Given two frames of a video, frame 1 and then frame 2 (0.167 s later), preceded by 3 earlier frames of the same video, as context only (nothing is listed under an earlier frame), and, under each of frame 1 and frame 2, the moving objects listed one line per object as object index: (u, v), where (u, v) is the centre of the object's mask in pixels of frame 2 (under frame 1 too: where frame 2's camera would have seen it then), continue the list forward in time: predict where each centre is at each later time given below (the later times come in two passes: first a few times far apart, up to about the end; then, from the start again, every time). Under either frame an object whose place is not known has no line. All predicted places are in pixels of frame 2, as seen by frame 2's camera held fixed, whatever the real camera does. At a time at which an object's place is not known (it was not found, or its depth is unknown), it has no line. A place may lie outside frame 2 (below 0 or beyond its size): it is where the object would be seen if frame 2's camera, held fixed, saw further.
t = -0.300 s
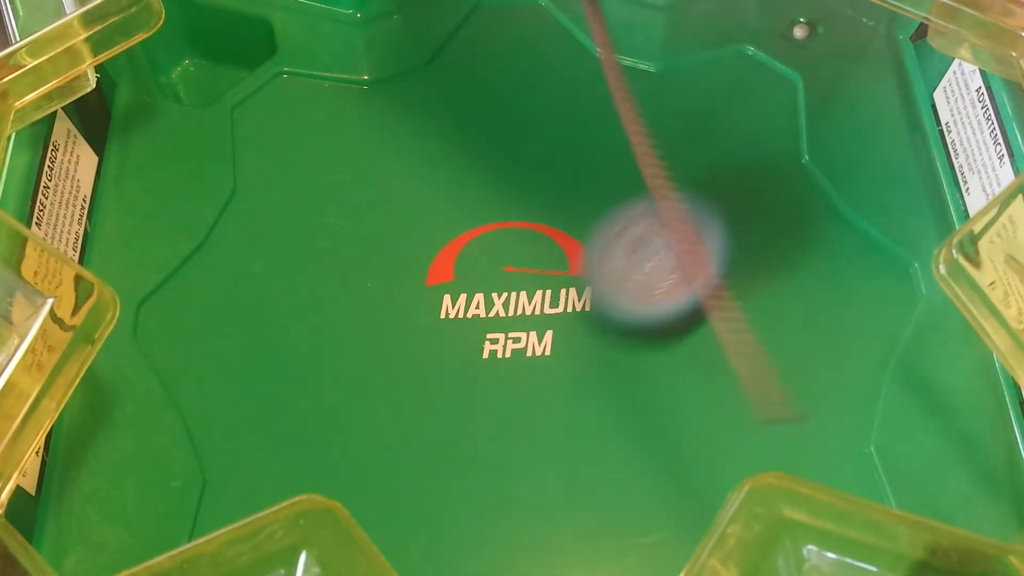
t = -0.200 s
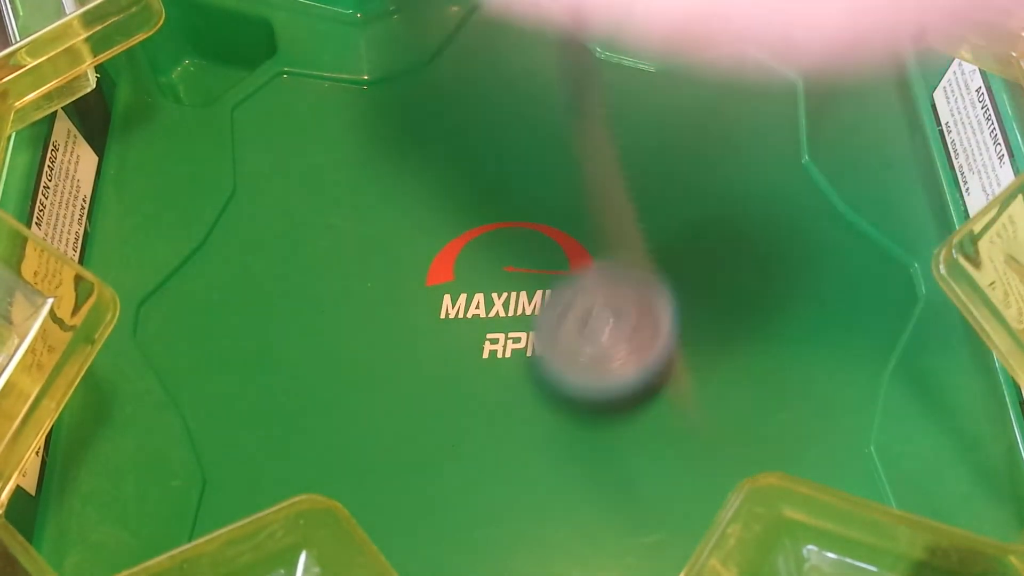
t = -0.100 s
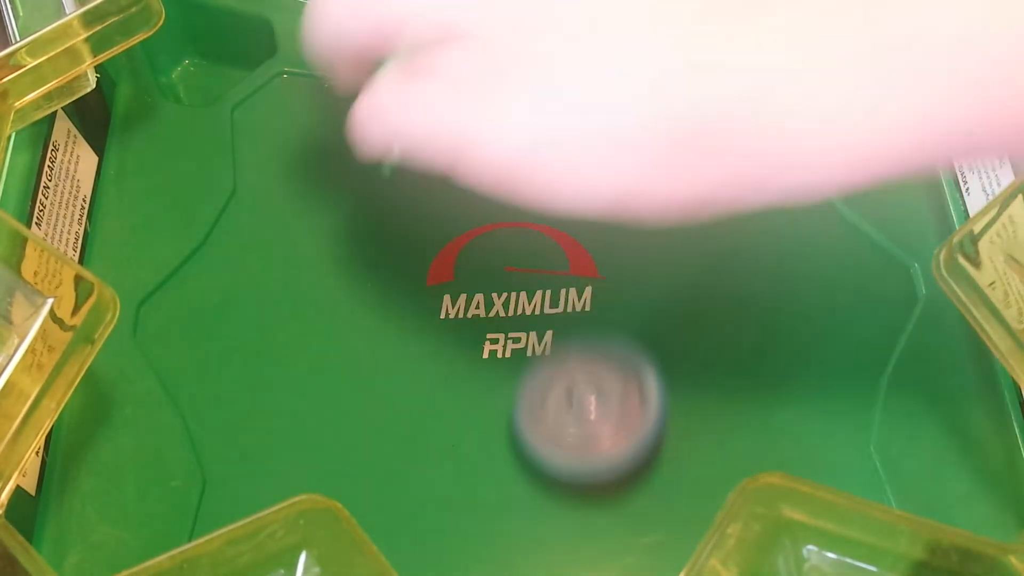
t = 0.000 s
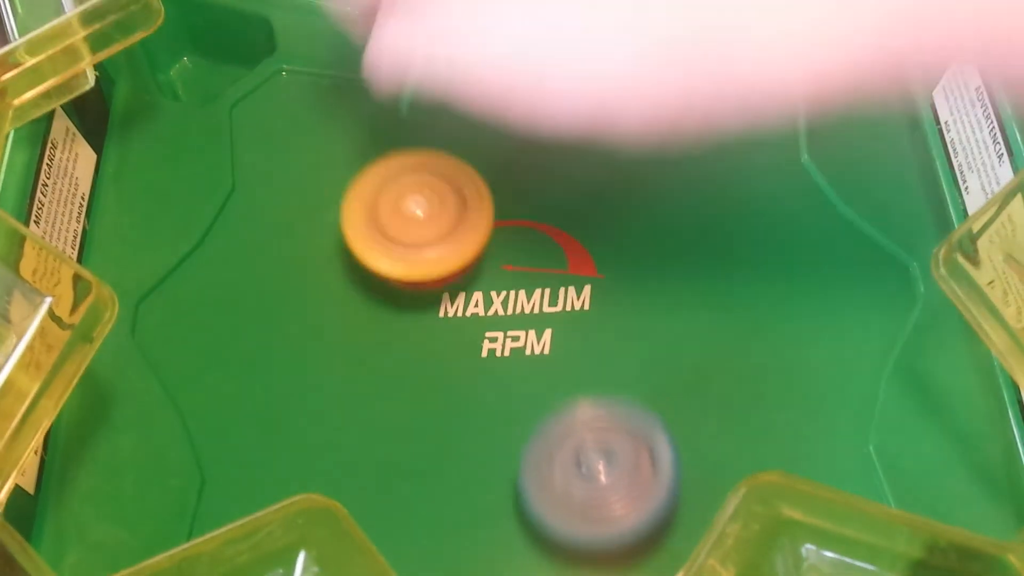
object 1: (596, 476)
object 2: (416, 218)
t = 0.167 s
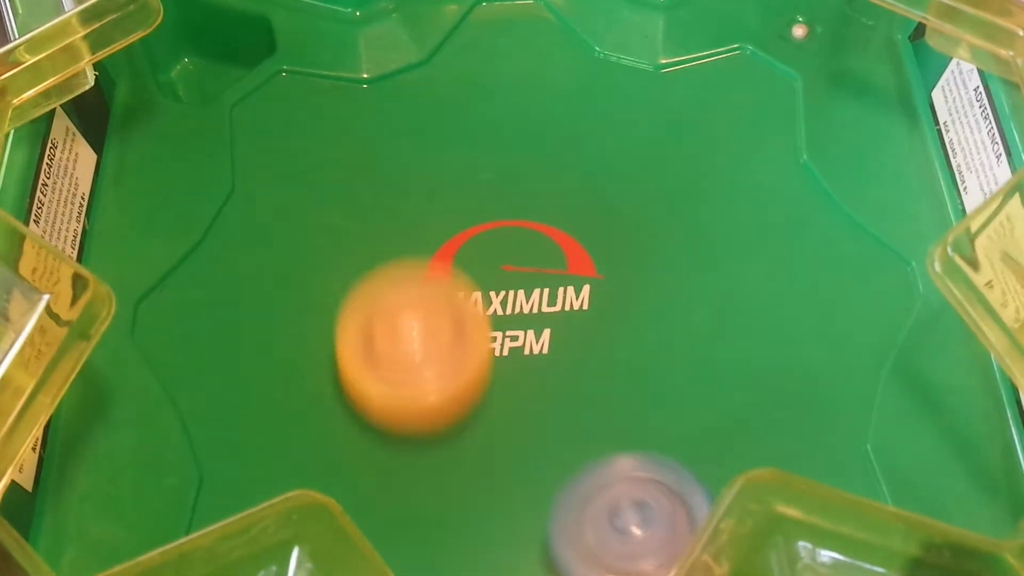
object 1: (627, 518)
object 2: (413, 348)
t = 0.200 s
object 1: (634, 519)
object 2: (422, 377)
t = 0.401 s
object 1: (701, 512)
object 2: (554, 369)
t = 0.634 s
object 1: (788, 416)
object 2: (428, 229)
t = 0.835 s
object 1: (620, 351)
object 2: (335, 372)
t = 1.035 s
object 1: (514, 289)
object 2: (503, 482)
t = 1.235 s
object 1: (376, 280)
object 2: (631, 334)
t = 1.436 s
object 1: (280, 327)
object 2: (494, 204)
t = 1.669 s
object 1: (327, 436)
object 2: (340, 291)
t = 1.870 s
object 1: (526, 555)
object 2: (426, 218)
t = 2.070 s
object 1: (698, 466)
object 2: (381, 152)
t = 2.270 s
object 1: (708, 301)
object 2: (379, 204)
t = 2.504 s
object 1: (635, 168)
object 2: (472, 238)
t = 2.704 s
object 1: (559, 90)
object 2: (477, 275)
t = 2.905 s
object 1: (449, 77)
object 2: (547, 331)
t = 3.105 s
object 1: (381, 166)
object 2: (606, 294)
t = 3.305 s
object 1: (408, 289)
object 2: (571, 272)
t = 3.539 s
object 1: (406, 432)
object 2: (598, 290)
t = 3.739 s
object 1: (499, 515)
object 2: (579, 302)
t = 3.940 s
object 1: (619, 510)
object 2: (575, 334)
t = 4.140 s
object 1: (677, 444)
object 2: (554, 310)
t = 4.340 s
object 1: (661, 356)
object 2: (476, 299)
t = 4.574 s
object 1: (554, 283)
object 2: (413, 356)
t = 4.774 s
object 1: (462, 247)
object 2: (457, 411)
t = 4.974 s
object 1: (375, 249)
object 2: (541, 370)
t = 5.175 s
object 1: (347, 296)
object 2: (542, 284)
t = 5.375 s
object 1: (381, 357)
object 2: (506, 224)
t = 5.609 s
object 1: (477, 387)
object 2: (478, 221)
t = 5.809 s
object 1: (587, 411)
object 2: (471, 217)
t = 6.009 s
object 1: (680, 398)
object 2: (458, 209)
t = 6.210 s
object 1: (709, 343)
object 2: (491, 250)
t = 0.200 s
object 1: (634, 519)
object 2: (422, 377)
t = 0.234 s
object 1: (641, 518)
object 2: (437, 394)
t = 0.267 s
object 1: (649, 515)
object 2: (464, 410)
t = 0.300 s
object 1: (656, 509)
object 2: (499, 423)
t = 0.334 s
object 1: (663, 502)
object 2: (537, 428)
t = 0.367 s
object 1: (684, 507)
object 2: (552, 403)
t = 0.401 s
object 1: (701, 512)
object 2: (554, 369)
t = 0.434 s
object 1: (821, 475)
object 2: (554, 330)
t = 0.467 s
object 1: (831, 471)
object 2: (550, 300)
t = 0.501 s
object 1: (836, 464)
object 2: (538, 274)
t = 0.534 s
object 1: (832, 455)
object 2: (515, 253)
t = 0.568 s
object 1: (822, 443)
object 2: (490, 238)
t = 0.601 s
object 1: (807, 430)
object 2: (461, 230)
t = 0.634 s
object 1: (788, 416)
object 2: (428, 229)
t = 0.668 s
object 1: (765, 402)
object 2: (396, 235)
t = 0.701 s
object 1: (740, 388)
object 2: (366, 250)
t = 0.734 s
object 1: (711, 374)
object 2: (341, 274)
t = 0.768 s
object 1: (682, 364)
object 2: (325, 304)
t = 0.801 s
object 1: (650, 356)
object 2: (322, 338)
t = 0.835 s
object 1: (620, 351)
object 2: (335, 372)
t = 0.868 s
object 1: (590, 347)
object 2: (362, 403)
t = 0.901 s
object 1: (560, 345)
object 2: (397, 425)
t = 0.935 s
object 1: (540, 339)
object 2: (426, 446)
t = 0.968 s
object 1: (536, 317)
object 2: (442, 469)
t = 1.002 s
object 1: (529, 301)
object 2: (470, 482)
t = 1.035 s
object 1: (514, 289)
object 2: (503, 482)
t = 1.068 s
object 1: (497, 281)
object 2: (538, 472)
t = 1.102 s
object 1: (473, 278)
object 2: (573, 453)
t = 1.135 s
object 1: (449, 275)
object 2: (599, 427)
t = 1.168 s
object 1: (424, 276)
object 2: (618, 399)
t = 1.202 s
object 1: (398, 276)
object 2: (629, 365)
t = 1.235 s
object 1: (376, 280)
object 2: (631, 334)
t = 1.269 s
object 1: (357, 283)
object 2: (623, 301)
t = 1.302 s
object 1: (338, 289)
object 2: (606, 273)
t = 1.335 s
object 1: (321, 294)
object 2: (584, 249)
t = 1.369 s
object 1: (304, 303)
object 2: (556, 228)
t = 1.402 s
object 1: (291, 313)
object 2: (527, 215)
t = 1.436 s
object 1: (280, 327)
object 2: (494, 204)
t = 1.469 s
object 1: (273, 341)
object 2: (458, 204)
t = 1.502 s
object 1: (270, 356)
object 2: (425, 212)
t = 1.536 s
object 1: (271, 371)
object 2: (393, 223)
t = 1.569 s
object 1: (279, 388)
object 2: (365, 242)
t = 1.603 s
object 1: (293, 401)
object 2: (347, 263)
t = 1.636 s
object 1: (306, 421)
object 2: (340, 278)
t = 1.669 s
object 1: (327, 436)
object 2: (340, 291)
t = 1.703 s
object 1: (353, 448)
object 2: (345, 307)
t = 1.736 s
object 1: (383, 484)
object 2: (361, 305)
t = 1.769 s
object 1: (413, 520)
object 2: (385, 276)
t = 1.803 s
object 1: (442, 541)
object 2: (405, 254)
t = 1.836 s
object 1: (479, 553)
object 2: (418, 235)
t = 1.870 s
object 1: (526, 555)
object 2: (426, 218)
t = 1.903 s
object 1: (570, 552)
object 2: (428, 203)
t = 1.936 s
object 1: (608, 546)
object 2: (425, 188)
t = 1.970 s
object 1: (633, 534)
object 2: (419, 176)
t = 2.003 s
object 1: (654, 519)
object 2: (408, 166)
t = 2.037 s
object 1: (673, 497)
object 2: (395, 157)
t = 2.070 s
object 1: (698, 466)
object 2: (381, 152)
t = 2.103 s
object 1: (715, 439)
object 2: (368, 151)
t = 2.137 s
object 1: (725, 415)
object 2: (357, 154)
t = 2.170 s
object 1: (728, 387)
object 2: (353, 163)
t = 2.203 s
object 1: (725, 357)
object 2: (355, 175)
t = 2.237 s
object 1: (718, 329)
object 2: (365, 190)
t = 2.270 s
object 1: (708, 301)
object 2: (379, 204)
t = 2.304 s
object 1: (694, 276)
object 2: (399, 218)
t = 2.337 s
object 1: (677, 254)
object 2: (422, 228)
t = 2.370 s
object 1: (658, 235)
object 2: (447, 234)
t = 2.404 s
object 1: (641, 216)
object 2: (472, 237)
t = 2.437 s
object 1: (630, 200)
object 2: (485, 238)
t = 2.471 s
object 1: (636, 181)
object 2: (476, 240)
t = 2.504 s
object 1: (635, 168)
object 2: (472, 238)
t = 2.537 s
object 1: (625, 157)
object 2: (476, 234)
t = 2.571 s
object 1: (609, 146)
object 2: (486, 232)
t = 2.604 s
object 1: (590, 135)
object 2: (493, 234)
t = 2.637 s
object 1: (582, 117)
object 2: (485, 247)
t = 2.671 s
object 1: (573, 101)
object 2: (478, 263)
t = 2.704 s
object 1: (559, 90)
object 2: (477, 275)
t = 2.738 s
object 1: (541, 82)
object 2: (482, 288)
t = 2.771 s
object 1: (524, 75)
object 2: (491, 300)
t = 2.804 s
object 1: (504, 70)
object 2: (503, 310)
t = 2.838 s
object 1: (486, 69)
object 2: (520, 317)
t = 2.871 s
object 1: (467, 72)
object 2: (534, 325)
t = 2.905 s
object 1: (449, 77)
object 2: (547, 331)
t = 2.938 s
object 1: (432, 85)
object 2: (560, 330)
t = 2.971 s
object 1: (416, 97)
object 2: (574, 326)
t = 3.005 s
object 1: (403, 111)
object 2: (586, 319)
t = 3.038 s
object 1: (393, 129)
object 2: (596, 311)
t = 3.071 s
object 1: (386, 147)
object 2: (603, 302)
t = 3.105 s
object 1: (381, 166)
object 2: (606, 294)
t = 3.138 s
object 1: (379, 186)
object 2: (606, 287)
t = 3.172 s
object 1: (380, 207)
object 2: (601, 281)
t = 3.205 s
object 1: (383, 227)
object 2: (595, 276)
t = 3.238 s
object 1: (389, 248)
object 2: (587, 271)
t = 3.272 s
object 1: (398, 268)
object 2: (581, 271)
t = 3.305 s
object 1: (408, 289)
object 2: (571, 272)
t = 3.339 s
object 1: (417, 309)
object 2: (566, 274)
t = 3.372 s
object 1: (421, 328)
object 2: (570, 276)
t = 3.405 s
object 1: (407, 348)
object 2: (584, 277)
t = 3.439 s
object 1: (399, 368)
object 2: (595, 281)
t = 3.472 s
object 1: (396, 389)
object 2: (599, 285)
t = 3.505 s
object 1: (399, 411)
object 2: (600, 288)
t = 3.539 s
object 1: (406, 432)
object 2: (598, 290)
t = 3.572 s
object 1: (417, 452)
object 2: (595, 290)
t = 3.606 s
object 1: (430, 471)
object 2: (591, 291)
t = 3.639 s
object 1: (443, 487)
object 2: (588, 293)
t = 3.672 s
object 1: (460, 500)
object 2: (585, 294)
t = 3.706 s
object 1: (479, 508)
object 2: (582, 299)
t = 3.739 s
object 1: (499, 515)
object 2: (579, 302)
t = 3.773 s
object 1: (520, 519)
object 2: (577, 307)
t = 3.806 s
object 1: (541, 521)
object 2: (576, 313)
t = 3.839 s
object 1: (562, 522)
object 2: (575, 318)
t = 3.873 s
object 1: (584, 520)
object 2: (574, 324)
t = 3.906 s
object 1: (603, 517)
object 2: (575, 329)
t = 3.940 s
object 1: (619, 510)
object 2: (575, 334)
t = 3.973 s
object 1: (632, 502)
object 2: (575, 338)
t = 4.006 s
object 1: (643, 487)
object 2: (575, 341)
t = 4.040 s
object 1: (652, 470)
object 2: (576, 343)
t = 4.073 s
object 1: (661, 458)
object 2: (575, 341)
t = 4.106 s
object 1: (671, 454)
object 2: (565, 324)
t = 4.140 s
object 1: (677, 444)
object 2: (554, 310)
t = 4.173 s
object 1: (683, 432)
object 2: (544, 303)
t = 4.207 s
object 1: (684, 417)
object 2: (532, 298)
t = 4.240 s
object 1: (682, 401)
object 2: (521, 296)
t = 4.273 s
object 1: (677, 387)
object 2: (507, 295)
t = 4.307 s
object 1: (670, 370)
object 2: (492, 295)
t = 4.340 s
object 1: (661, 356)
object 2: (476, 299)
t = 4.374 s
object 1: (649, 342)
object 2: (460, 303)
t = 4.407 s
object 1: (637, 330)
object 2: (446, 309)
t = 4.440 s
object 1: (623, 317)
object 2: (434, 316)
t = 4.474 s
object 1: (607, 307)
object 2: (425, 325)
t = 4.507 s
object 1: (590, 297)
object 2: (418, 335)
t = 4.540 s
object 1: (572, 289)
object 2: (414, 346)
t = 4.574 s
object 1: (554, 283)
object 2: (413, 356)
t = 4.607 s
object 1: (535, 276)
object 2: (415, 367)
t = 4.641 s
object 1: (520, 269)
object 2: (418, 379)
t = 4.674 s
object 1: (507, 262)
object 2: (424, 391)
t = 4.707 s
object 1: (492, 256)
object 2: (432, 400)
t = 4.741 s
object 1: (478, 250)
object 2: (444, 407)
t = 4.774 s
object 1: (462, 247)
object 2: (457, 411)
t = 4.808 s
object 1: (446, 243)
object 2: (472, 412)
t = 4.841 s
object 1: (430, 243)
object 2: (489, 409)
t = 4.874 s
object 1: (415, 243)
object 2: (504, 403)
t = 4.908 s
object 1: (401, 243)
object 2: (519, 392)
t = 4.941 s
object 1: (388, 244)
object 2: (531, 382)
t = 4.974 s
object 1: (375, 249)
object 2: (541, 370)
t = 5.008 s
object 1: (365, 252)
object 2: (549, 352)
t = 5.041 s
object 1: (356, 258)
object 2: (552, 334)
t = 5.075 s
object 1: (350, 266)
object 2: (552, 318)
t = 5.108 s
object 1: (346, 276)
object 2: (551, 305)
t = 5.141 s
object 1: (345, 285)
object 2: (548, 294)
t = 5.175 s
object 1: (347, 296)
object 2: (542, 284)
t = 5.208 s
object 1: (353, 306)
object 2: (532, 274)
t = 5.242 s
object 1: (362, 315)
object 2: (519, 265)
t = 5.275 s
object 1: (374, 324)
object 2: (505, 257)
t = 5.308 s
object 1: (373, 337)
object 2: (503, 245)
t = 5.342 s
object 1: (374, 345)
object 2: (506, 232)
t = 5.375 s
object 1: (381, 357)
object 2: (506, 224)
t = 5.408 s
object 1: (390, 366)
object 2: (505, 219)
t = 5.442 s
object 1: (401, 374)
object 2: (503, 215)
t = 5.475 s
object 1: (414, 381)
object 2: (500, 214)
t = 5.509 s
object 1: (429, 385)
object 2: (496, 213)
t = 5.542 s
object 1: (444, 388)
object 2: (491, 214)
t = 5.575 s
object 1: (461, 388)
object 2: (484, 217)
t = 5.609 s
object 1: (477, 387)
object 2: (478, 221)
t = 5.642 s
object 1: (493, 384)
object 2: (473, 226)
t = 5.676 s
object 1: (509, 377)
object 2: (470, 233)
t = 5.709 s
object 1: (523, 371)
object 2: (469, 240)
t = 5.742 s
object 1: (540, 380)
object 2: (470, 241)
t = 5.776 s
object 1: (566, 399)
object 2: (470, 227)
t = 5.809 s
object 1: (587, 411)
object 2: (471, 217)
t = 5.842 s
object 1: (604, 414)
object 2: (471, 208)
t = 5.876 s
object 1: (621, 414)
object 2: (469, 207)
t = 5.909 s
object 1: (638, 412)
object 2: (465, 206)
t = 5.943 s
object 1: (654, 407)
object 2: (462, 206)
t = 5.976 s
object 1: (668, 403)
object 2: (460, 207)
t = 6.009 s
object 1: (680, 398)
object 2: (458, 209)
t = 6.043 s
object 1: (691, 391)
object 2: (460, 213)
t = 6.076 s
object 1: (700, 383)
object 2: (462, 219)
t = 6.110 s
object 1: (707, 374)
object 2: (466, 226)
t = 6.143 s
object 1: (710, 363)
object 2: (472, 235)
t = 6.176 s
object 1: (711, 353)
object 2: (480, 242)
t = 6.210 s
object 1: (709, 343)
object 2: (491, 250)
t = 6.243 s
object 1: (705, 333)
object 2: (503, 257)
